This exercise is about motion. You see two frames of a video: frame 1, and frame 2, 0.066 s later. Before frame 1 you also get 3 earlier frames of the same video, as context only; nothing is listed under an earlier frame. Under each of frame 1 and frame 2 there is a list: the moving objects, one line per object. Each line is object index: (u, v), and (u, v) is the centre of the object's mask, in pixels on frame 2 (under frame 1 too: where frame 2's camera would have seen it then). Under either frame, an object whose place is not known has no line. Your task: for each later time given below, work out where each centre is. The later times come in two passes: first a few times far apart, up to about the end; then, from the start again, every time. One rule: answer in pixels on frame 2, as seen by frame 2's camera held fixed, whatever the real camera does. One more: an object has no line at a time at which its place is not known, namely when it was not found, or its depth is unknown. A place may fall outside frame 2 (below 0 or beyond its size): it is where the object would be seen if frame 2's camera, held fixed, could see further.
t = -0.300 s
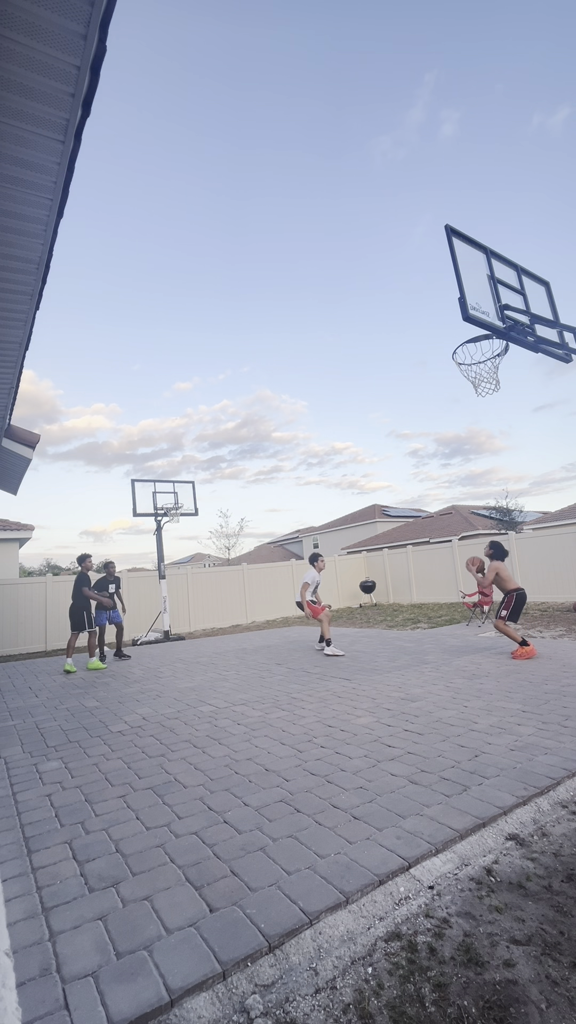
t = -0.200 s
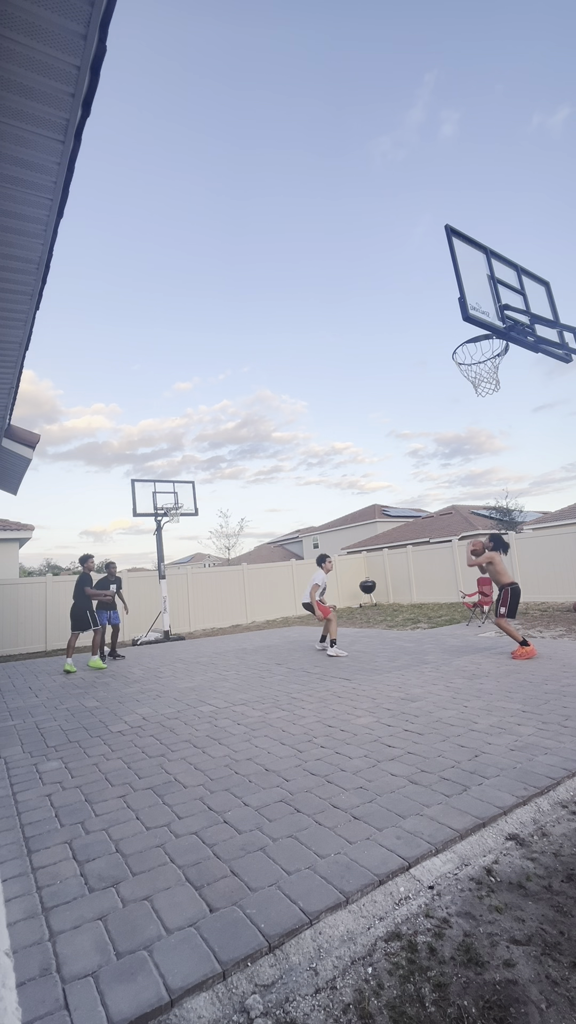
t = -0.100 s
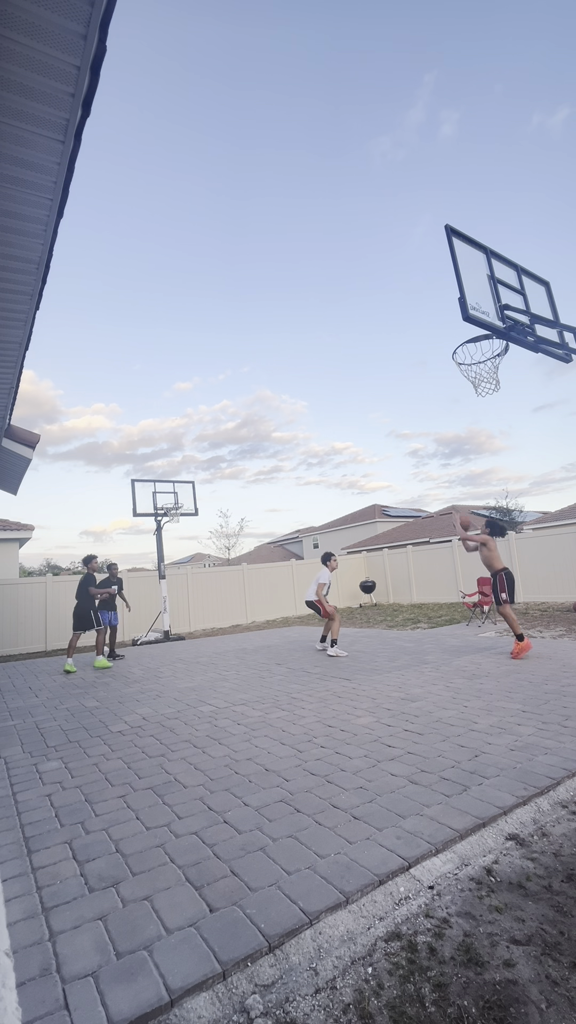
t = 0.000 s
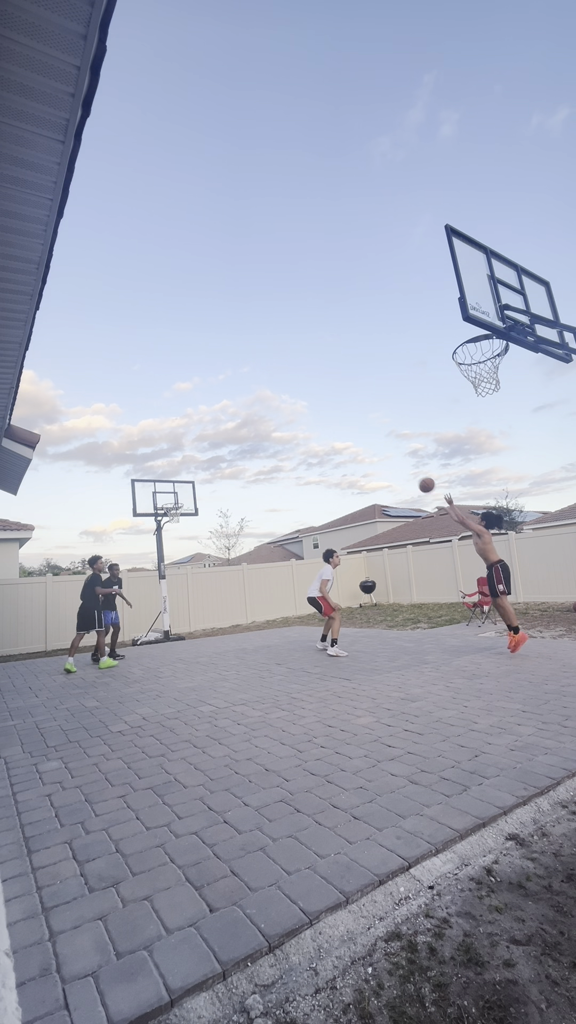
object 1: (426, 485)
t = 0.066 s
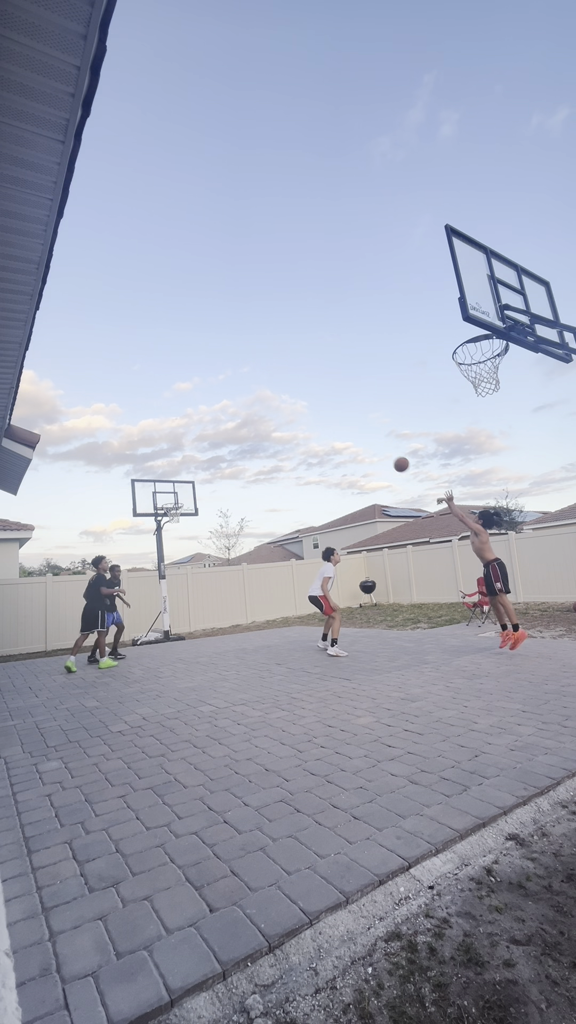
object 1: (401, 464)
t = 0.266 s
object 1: (337, 426)
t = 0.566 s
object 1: (265, 419)
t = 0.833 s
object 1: (216, 447)
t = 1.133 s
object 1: (179, 497)
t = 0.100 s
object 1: (389, 456)
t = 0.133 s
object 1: (378, 448)
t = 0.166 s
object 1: (367, 441)
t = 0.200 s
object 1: (357, 435)
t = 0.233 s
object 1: (347, 430)
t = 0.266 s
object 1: (337, 426)
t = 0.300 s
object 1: (328, 423)
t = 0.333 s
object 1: (319, 420)
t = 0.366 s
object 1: (310, 418)
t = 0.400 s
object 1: (302, 417)
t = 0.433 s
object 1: (294, 416)
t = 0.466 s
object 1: (287, 416)
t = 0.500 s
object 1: (279, 416)
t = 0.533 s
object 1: (272, 417)
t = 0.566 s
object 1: (265, 419)
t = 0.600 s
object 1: (258, 420)
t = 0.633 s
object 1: (252, 423)
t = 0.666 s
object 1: (246, 426)
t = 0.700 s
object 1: (239, 429)
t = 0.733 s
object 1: (233, 433)
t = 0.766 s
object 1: (228, 437)
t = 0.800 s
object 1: (222, 441)
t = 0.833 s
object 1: (216, 447)
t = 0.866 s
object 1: (211, 452)
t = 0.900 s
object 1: (206, 458)
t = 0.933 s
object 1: (201, 464)
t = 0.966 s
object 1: (196, 471)
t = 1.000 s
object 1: (191, 478)
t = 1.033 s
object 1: (186, 485)
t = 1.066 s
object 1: (182, 493)
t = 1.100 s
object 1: (178, 500)
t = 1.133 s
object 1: (179, 497)
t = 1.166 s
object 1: (180, 494)
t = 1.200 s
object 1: (182, 491)
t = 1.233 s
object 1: (183, 488)
